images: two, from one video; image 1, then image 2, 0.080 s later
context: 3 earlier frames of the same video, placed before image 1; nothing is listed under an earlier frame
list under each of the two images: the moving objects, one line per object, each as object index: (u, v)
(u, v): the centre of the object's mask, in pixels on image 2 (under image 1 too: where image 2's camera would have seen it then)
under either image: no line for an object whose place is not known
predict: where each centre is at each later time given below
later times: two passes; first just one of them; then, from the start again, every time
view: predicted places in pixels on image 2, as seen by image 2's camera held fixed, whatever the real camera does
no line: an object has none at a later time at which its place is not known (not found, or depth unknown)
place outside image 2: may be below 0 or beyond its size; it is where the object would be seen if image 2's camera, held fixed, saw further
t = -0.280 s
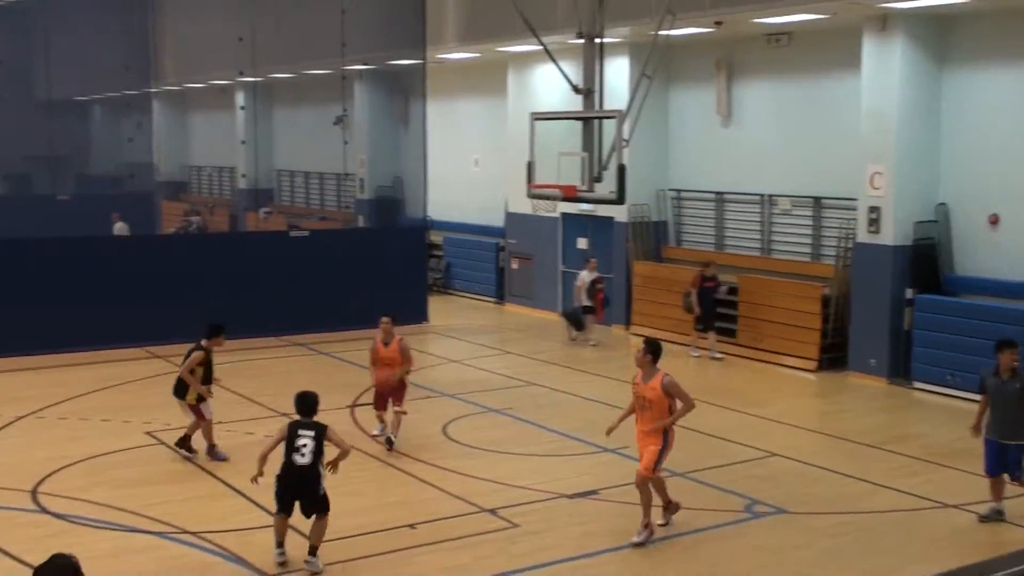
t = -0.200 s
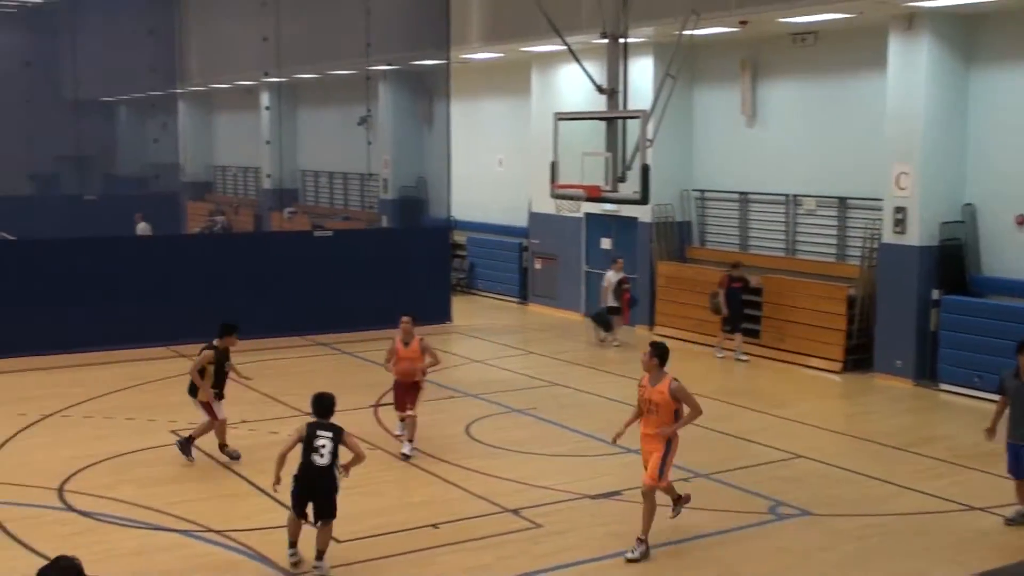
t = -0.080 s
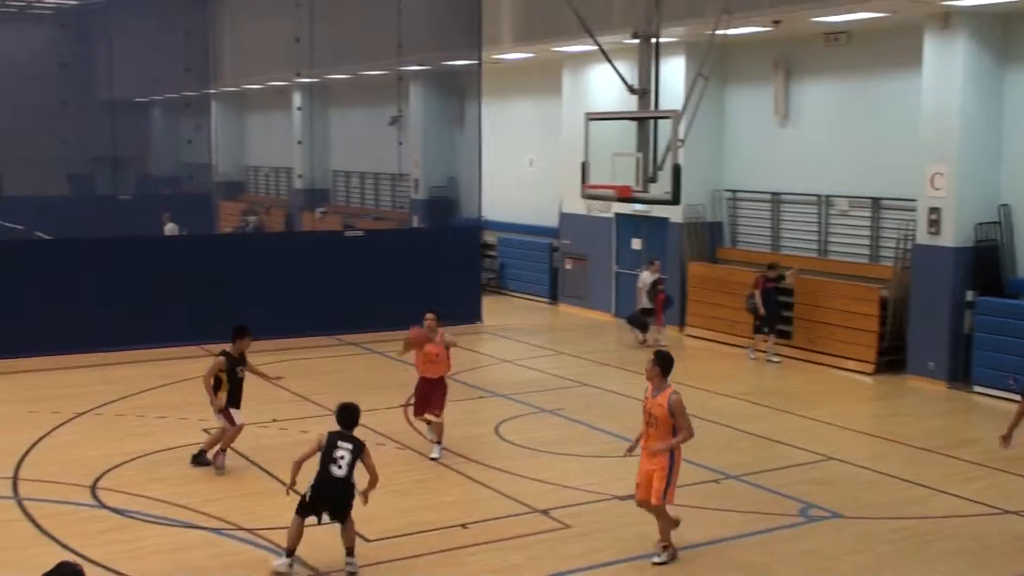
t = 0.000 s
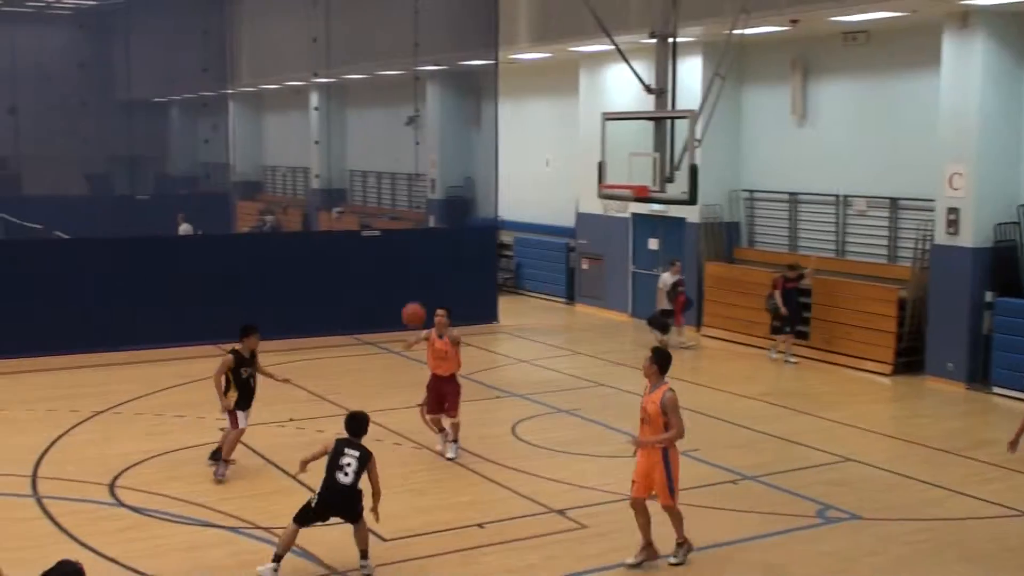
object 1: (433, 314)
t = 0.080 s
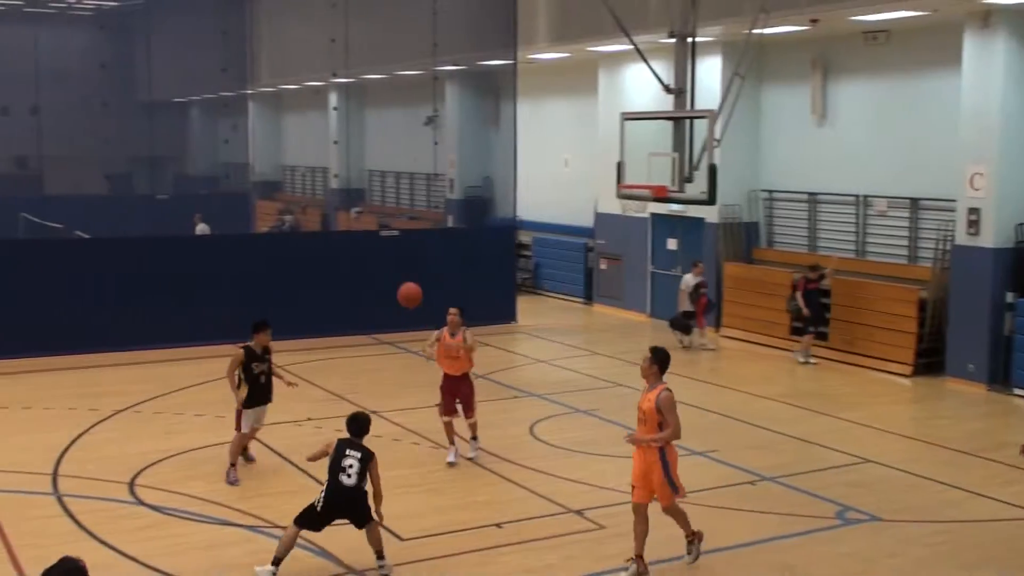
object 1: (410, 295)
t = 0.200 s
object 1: (370, 273)
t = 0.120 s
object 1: (397, 286)
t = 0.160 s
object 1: (384, 279)
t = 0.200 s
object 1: (370, 273)
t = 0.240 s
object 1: (356, 268)
